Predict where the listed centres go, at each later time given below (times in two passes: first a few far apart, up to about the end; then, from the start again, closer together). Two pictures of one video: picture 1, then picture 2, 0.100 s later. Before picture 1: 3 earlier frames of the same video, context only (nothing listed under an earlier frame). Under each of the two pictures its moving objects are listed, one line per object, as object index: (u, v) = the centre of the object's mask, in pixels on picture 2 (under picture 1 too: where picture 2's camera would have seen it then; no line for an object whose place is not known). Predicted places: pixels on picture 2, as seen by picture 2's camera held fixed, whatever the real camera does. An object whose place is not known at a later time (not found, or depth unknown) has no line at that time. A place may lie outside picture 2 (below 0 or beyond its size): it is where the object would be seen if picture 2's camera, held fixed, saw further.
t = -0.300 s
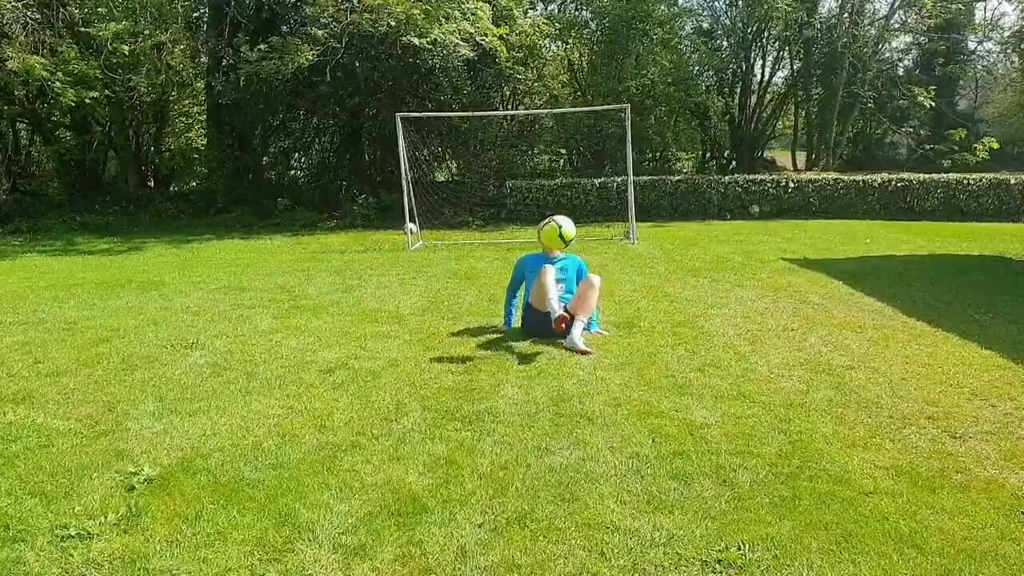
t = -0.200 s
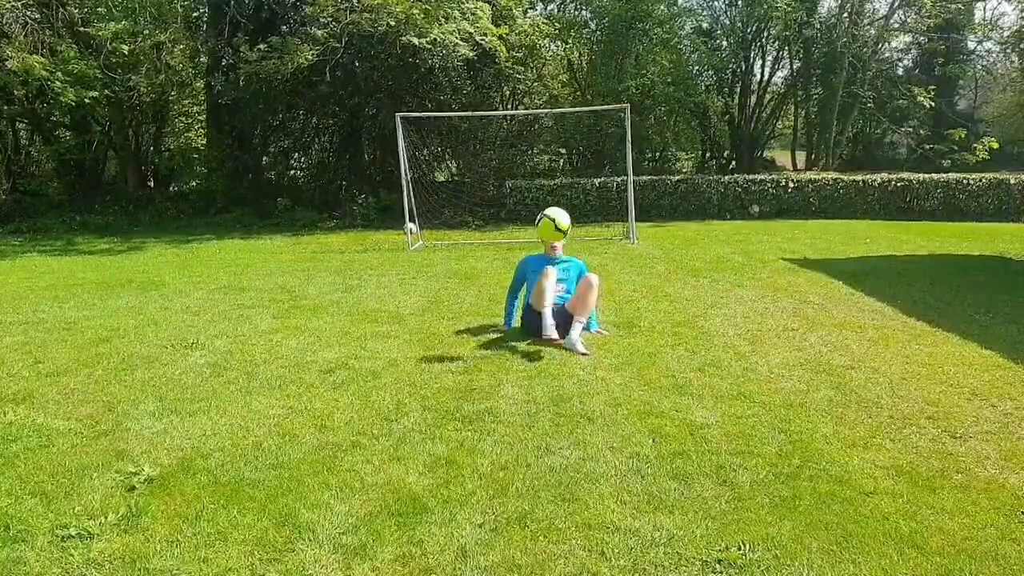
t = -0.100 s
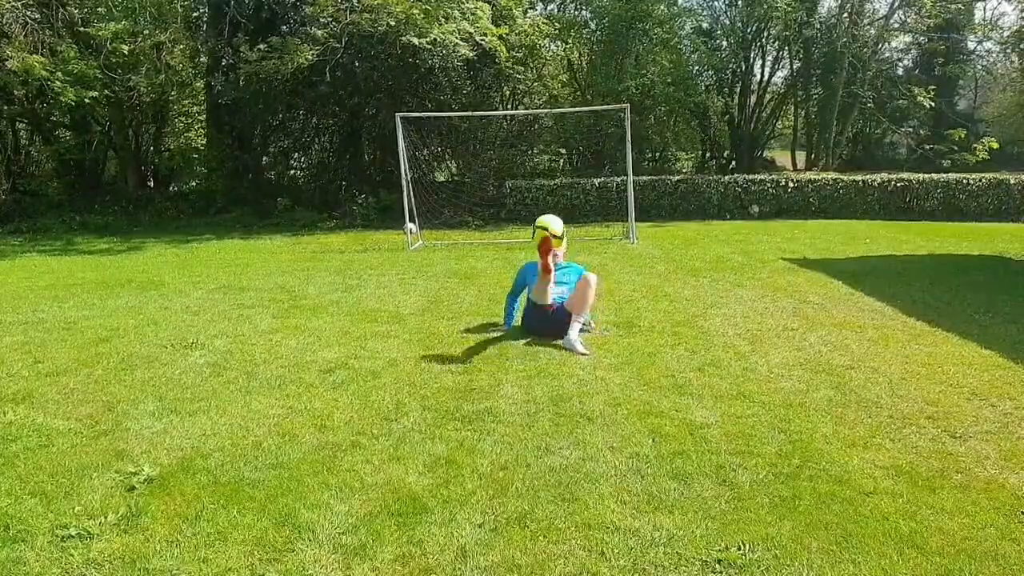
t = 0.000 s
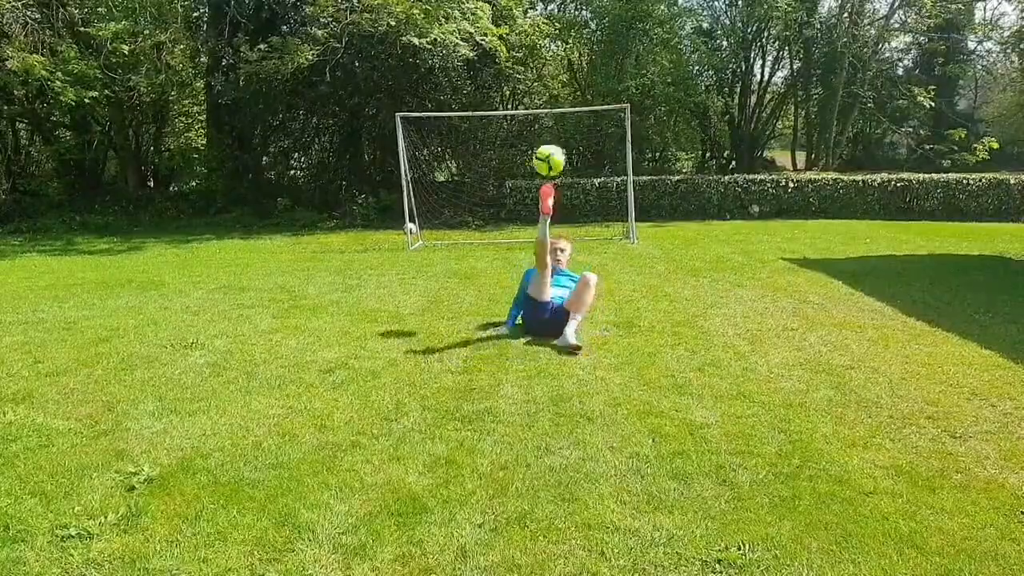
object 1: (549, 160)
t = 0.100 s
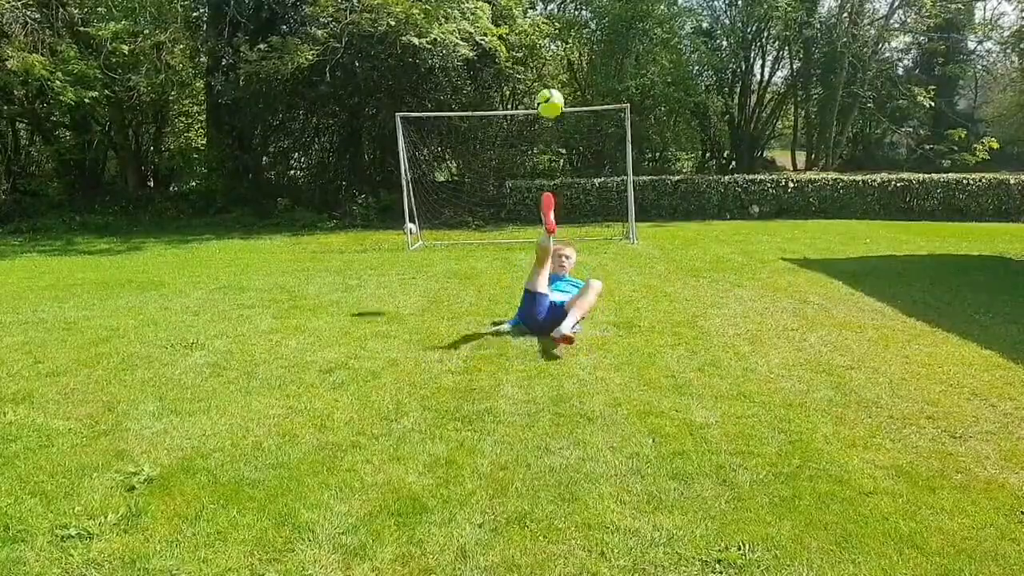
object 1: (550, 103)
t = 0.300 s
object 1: (549, 51)
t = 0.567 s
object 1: (546, 65)
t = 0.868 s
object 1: (541, 131)
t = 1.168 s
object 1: (536, 236)
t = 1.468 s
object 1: (528, 205)
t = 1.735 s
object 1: (518, 219)
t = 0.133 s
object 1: (549, 90)
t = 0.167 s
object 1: (550, 78)
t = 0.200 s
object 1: (549, 68)
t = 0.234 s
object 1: (549, 62)
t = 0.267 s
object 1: (549, 56)
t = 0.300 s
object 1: (549, 51)
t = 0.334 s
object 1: (548, 50)
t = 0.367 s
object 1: (549, 48)
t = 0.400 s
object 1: (548, 49)
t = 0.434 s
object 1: (547, 49)
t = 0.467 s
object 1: (547, 52)
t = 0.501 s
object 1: (547, 54)
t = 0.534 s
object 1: (546, 59)
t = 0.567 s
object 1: (546, 65)
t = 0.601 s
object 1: (545, 71)
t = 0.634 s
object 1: (544, 78)
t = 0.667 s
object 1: (544, 86)
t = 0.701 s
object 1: (544, 93)
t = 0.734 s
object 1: (543, 101)
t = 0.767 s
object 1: (542, 111)
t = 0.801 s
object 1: (542, 118)
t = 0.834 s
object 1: (541, 124)
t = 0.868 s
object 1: (541, 131)
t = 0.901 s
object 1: (541, 139)
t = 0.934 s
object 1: (540, 149)
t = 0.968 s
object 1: (540, 159)
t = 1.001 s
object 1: (540, 170)
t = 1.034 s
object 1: (539, 182)
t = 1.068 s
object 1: (539, 195)
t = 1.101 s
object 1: (538, 208)
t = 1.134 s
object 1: (538, 222)
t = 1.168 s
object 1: (536, 236)
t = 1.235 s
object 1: (535, 238)
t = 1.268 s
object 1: (536, 230)
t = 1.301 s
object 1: (534, 223)
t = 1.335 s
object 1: (532, 218)
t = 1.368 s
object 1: (531, 214)
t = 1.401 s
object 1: (530, 210)
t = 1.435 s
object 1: (529, 208)
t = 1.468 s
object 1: (528, 205)
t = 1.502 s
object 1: (527, 203)
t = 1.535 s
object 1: (526, 203)
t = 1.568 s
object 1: (525, 203)
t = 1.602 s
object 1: (523, 204)
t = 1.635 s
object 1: (522, 206)
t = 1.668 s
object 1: (520, 209)
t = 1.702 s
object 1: (519, 213)
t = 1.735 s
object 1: (518, 219)
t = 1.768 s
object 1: (516, 223)
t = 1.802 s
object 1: (515, 230)
